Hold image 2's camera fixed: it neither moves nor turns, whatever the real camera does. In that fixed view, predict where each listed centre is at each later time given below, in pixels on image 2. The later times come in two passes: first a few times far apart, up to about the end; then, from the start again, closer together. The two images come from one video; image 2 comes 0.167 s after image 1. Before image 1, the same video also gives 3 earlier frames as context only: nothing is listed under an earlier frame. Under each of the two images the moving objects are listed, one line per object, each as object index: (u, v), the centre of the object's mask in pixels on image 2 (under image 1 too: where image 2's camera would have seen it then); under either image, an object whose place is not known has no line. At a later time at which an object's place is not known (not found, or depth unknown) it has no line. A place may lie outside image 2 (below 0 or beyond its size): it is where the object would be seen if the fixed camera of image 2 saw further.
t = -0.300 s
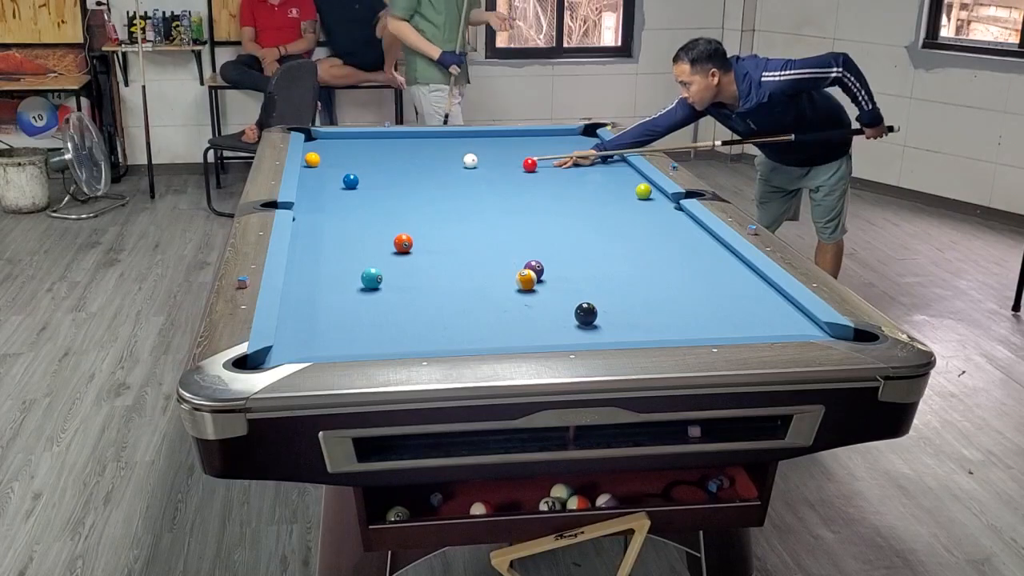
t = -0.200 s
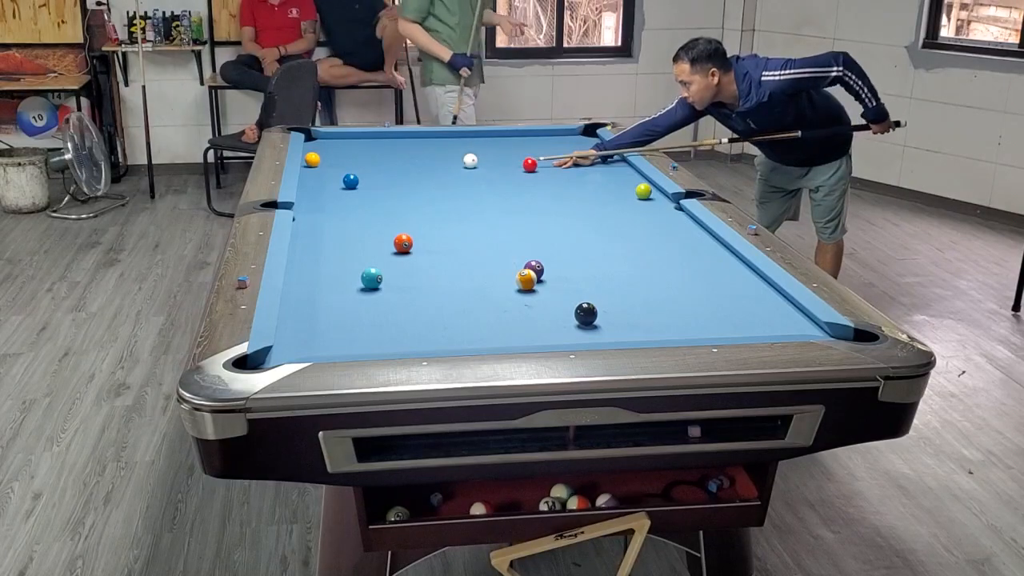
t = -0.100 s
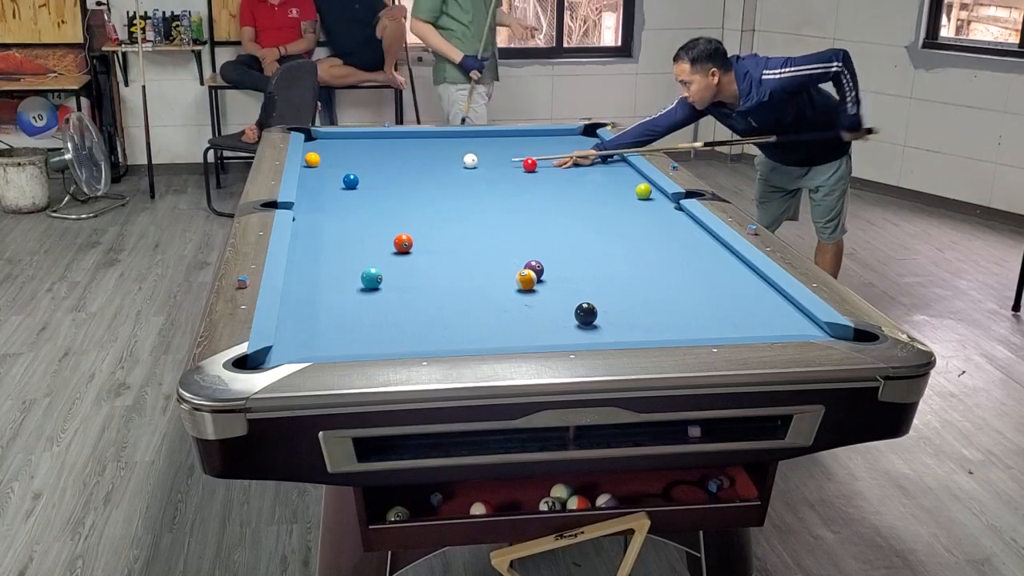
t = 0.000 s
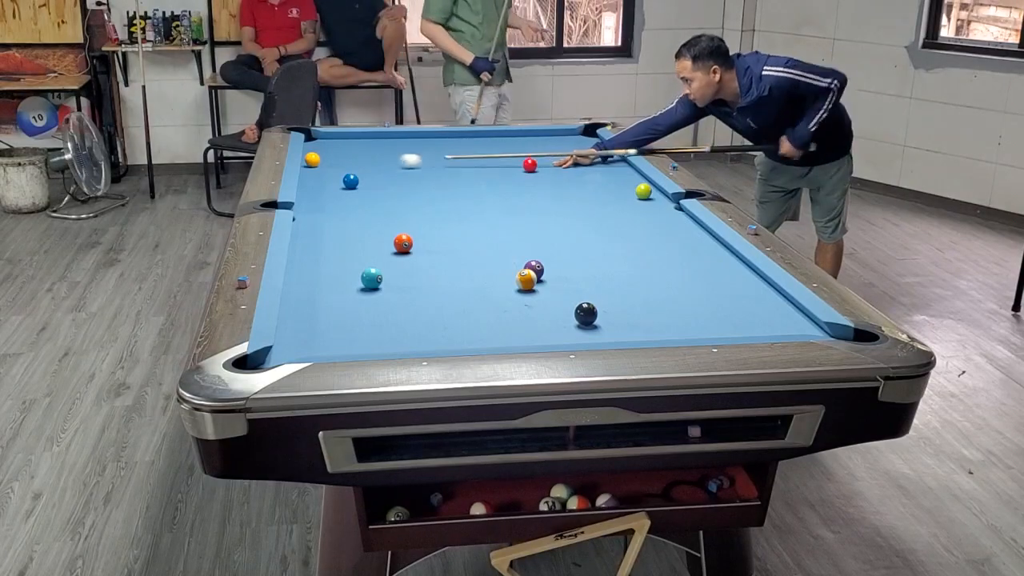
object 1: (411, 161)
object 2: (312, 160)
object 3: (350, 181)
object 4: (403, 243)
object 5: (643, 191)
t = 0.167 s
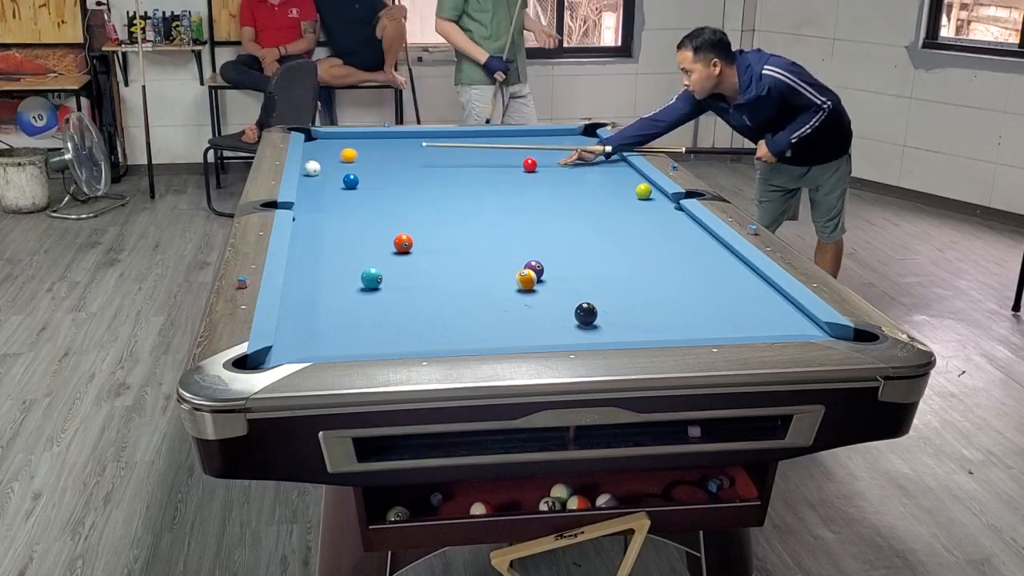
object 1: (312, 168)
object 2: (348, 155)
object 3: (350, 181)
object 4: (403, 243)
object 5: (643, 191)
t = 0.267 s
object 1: (332, 173)
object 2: (395, 151)
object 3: (351, 181)
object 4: (403, 243)
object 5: (643, 191)
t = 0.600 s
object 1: (374, 178)
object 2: (515, 141)
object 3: (357, 190)
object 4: (403, 243)
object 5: (643, 191)
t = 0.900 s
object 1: (407, 180)
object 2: (579, 134)
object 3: (364, 201)
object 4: (403, 243)
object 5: (643, 191)
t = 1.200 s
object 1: (439, 181)
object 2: (529, 135)
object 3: (372, 212)
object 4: (403, 243)
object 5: (643, 191)
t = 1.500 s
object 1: (469, 183)
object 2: (484, 136)
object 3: (380, 223)
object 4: (403, 243)
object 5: (643, 191)
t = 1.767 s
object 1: (494, 184)
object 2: (445, 137)
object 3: (386, 233)
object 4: (403, 243)
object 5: (643, 191)
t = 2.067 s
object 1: (521, 185)
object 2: (402, 137)
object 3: (385, 242)
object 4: (410, 246)
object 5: (643, 191)
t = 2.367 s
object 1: (547, 186)
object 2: (360, 137)
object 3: (376, 247)
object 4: (424, 250)
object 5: (643, 191)
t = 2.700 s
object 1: (573, 187)
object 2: (314, 138)
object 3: (367, 252)
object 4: (438, 256)
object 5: (643, 191)
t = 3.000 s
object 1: (596, 188)
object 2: (330, 138)
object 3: (359, 257)
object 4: (449, 260)
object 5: (643, 191)
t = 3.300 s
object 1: (617, 188)
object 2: (351, 137)
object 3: (351, 260)
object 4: (459, 263)
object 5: (643, 191)
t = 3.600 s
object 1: (632, 188)
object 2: (371, 137)
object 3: (345, 264)
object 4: (468, 266)
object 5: (646, 191)
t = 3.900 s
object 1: (640, 187)
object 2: (388, 137)
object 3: (340, 267)
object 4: (476, 269)
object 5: (653, 193)
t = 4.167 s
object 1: (648, 186)
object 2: (404, 137)
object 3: (335, 268)
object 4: (481, 271)
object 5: (659, 194)
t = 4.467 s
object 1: (645, 185)
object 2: (419, 136)
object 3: (332, 269)
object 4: (486, 272)
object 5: (660, 196)
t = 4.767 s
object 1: (643, 185)
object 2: (432, 136)
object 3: (330, 270)
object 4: (490, 273)
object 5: (660, 196)
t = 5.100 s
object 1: (641, 184)
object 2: (446, 136)
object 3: (329, 270)
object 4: (492, 273)
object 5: (660, 196)
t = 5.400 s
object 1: (641, 184)
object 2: (456, 136)
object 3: (329, 270)
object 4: (492, 273)
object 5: (660, 196)
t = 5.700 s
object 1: (641, 184)
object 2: (466, 136)
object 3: (329, 270)
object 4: (492, 273)
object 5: (660, 196)
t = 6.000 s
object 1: (641, 184)
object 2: (473, 135)
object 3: (329, 270)
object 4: (492, 273)
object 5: (660, 196)
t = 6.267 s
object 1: (641, 184)
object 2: (479, 135)
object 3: (329, 270)
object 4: (492, 273)
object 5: (660, 196)
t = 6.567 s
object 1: (641, 184)
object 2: (484, 135)
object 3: (329, 270)
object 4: (492, 273)
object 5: (660, 196)
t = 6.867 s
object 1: (641, 184)
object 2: (488, 135)
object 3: (329, 270)
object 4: (492, 273)
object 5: (660, 196)
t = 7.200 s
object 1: (641, 184)
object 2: (490, 135)
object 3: (329, 270)
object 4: (492, 273)
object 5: (660, 196)
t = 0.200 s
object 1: (319, 170)
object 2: (365, 154)
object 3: (350, 181)
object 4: (403, 243)
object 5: (643, 191)
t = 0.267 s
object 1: (332, 173)
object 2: (395, 151)
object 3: (351, 181)
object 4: (403, 243)
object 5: (643, 191)
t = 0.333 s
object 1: (341, 175)
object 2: (422, 149)
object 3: (351, 181)
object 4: (403, 243)
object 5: (643, 191)
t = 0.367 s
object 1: (345, 175)
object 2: (435, 148)
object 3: (351, 181)
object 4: (403, 243)
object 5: (643, 191)
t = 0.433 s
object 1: (355, 174)
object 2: (459, 146)
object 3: (353, 184)
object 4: (403, 243)
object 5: (643, 191)
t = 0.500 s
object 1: (363, 177)
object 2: (482, 144)
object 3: (354, 187)
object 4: (403, 243)
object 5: (643, 191)
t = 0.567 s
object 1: (370, 178)
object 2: (504, 142)
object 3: (356, 189)
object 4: (403, 243)
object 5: (643, 191)
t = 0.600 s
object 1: (374, 178)
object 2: (515, 141)
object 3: (357, 190)
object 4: (403, 243)
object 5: (643, 191)
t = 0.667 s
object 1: (381, 179)
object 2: (537, 139)
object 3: (359, 193)
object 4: (403, 243)
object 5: (643, 191)
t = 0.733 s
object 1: (389, 179)
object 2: (558, 137)
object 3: (360, 195)
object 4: (403, 243)
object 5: (643, 191)
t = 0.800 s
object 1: (396, 179)
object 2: (579, 135)
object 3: (362, 197)
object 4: (403, 243)
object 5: (643, 191)
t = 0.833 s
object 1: (400, 180)
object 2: (589, 134)
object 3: (363, 199)
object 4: (403, 243)
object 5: (643, 191)
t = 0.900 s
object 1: (407, 180)
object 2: (579, 134)
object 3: (364, 201)
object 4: (403, 243)
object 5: (643, 191)
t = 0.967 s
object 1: (414, 180)
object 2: (565, 135)
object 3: (366, 204)
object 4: (403, 243)
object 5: (643, 191)
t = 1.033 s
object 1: (421, 181)
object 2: (555, 135)
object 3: (368, 206)
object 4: (403, 243)
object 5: (643, 191)
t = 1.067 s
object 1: (425, 181)
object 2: (550, 135)
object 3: (369, 207)
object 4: (403, 243)
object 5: (643, 191)
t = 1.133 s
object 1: (432, 181)
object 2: (539, 135)
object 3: (370, 209)
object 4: (403, 243)
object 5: (643, 191)
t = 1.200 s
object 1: (439, 181)
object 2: (529, 135)
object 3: (372, 212)
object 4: (403, 243)
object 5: (643, 191)
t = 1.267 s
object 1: (445, 182)
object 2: (519, 136)
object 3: (374, 214)
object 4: (403, 243)
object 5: (643, 191)
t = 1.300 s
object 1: (449, 182)
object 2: (514, 136)
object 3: (375, 216)
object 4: (403, 243)
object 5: (643, 191)
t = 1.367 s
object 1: (455, 182)
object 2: (504, 136)
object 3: (376, 218)
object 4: (403, 243)
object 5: (643, 191)
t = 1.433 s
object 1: (462, 182)
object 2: (494, 136)
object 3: (378, 221)
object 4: (403, 243)
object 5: (643, 191)
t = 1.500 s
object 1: (469, 183)
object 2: (484, 136)
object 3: (380, 223)
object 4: (403, 243)
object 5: (643, 191)
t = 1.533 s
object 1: (472, 183)
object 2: (479, 136)
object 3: (381, 224)
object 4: (403, 243)
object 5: (643, 191)
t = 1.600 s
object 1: (478, 183)
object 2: (469, 136)
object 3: (382, 227)
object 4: (403, 243)
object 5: (643, 191)
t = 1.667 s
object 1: (485, 183)
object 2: (460, 136)
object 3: (384, 229)
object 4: (403, 243)
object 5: (643, 191)
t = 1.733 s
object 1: (491, 184)
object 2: (450, 137)
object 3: (386, 232)
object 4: (403, 243)
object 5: (643, 191)
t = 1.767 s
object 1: (494, 184)
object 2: (445, 137)
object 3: (386, 233)
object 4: (403, 243)
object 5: (643, 191)
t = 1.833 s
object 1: (500, 184)
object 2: (435, 137)
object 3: (387, 235)
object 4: (403, 243)
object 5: (643, 191)
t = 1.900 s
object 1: (506, 184)
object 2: (426, 137)
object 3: (388, 238)
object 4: (403, 243)
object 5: (643, 191)
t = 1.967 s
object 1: (512, 184)
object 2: (416, 137)
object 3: (388, 240)
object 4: (406, 244)
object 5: (643, 191)
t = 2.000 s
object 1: (515, 185)
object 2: (411, 137)
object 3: (387, 241)
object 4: (407, 244)
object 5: (643, 191)
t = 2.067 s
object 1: (521, 185)
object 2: (402, 137)
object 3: (385, 242)
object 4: (410, 246)
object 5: (643, 191)
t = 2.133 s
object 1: (527, 185)
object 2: (392, 137)
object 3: (383, 243)
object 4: (414, 247)
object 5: (643, 191)
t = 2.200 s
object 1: (533, 185)
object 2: (383, 137)
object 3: (381, 244)
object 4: (417, 248)
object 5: (643, 191)
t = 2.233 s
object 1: (536, 185)
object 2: (378, 137)
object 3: (380, 245)
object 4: (418, 248)
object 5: (643, 191)
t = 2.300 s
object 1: (541, 186)
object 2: (369, 137)
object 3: (378, 246)
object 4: (421, 249)
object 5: (643, 191)
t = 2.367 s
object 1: (547, 186)
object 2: (360, 137)
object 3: (376, 247)
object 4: (424, 250)
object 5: (643, 191)
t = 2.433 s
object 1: (552, 186)
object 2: (350, 137)
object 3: (374, 248)
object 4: (427, 251)
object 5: (643, 191)
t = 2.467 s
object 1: (555, 186)
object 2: (345, 138)
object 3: (373, 249)
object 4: (428, 252)
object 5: (643, 191)
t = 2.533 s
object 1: (560, 186)
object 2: (337, 138)
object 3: (371, 250)
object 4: (431, 253)
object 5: (643, 191)
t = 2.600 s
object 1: (566, 187)
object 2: (327, 138)
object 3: (369, 251)
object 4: (434, 254)
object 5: (643, 191)
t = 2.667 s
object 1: (571, 187)
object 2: (318, 138)
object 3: (368, 252)
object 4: (437, 255)
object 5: (643, 191)
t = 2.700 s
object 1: (573, 187)
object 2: (314, 138)
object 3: (367, 252)
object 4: (438, 256)
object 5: (643, 191)
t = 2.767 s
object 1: (578, 187)
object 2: (313, 138)
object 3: (365, 253)
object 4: (440, 256)
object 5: (643, 191)
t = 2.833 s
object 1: (584, 187)
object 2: (318, 138)
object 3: (363, 254)
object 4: (443, 257)
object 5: (643, 191)
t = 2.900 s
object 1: (589, 187)
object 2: (323, 138)
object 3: (361, 255)
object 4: (445, 258)
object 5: (643, 191)
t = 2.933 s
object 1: (591, 188)
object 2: (325, 138)
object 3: (360, 256)
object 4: (447, 258)
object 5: (643, 191)
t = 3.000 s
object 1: (596, 188)
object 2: (330, 138)
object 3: (359, 257)
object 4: (449, 260)
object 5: (643, 191)
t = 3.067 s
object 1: (600, 188)
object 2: (335, 138)
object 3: (357, 258)
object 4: (451, 260)
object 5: (643, 191)
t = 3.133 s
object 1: (605, 188)
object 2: (340, 137)
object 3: (355, 258)
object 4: (454, 261)
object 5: (643, 191)
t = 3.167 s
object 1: (607, 188)
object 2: (342, 137)
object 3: (354, 259)
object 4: (455, 261)
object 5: (643, 191)
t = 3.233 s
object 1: (612, 188)
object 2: (347, 137)
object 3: (353, 260)
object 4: (457, 262)
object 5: (643, 191)
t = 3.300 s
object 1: (617, 188)
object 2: (351, 137)
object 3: (351, 260)
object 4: (459, 263)
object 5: (643, 191)
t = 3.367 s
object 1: (621, 188)
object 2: (356, 137)
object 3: (350, 261)
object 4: (461, 264)
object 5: (643, 191)
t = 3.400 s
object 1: (623, 188)
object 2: (358, 137)
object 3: (349, 262)
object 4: (462, 264)
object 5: (643, 191)
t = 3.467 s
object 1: (628, 189)
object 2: (362, 137)
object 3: (348, 262)
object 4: (464, 265)
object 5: (643, 191)
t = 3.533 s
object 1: (630, 188)
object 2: (366, 137)
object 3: (346, 263)
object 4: (466, 265)
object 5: (644, 191)
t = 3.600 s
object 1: (632, 188)
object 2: (371, 137)
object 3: (345, 264)
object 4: (468, 266)
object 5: (646, 191)
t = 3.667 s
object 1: (634, 187)
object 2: (375, 137)
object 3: (344, 264)
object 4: (470, 267)
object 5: (648, 192)
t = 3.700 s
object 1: (635, 187)
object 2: (377, 137)
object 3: (343, 265)
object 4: (471, 267)
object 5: (649, 192)
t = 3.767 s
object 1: (637, 187)
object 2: (381, 137)
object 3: (342, 265)
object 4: (472, 267)
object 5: (650, 192)
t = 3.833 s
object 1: (639, 187)
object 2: (385, 137)
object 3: (341, 266)
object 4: (474, 268)
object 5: (652, 193)
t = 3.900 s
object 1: (640, 187)
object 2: (388, 137)
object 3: (340, 267)
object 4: (476, 269)
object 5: (653, 193)
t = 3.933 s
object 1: (642, 186)
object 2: (392, 137)
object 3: (339, 267)
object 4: (477, 269)
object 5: (654, 193)
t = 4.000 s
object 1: (644, 186)
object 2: (395, 137)
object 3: (338, 267)
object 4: (478, 270)
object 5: (656, 194)
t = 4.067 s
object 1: (645, 186)
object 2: (399, 137)
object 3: (337, 268)
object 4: (480, 270)
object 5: (657, 194)
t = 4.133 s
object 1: (647, 186)
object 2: (403, 137)
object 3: (336, 267)
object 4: (481, 271)
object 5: (659, 194)
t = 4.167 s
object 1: (648, 186)
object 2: (404, 137)
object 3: (335, 268)
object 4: (481, 271)
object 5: (659, 194)
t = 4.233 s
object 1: (649, 185)
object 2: (408, 136)
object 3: (334, 268)
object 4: (483, 271)
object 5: (660, 195)
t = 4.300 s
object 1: (648, 186)
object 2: (411, 136)
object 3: (333, 269)
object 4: (484, 271)
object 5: (661, 195)
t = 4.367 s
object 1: (647, 186)
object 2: (414, 136)
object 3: (333, 269)
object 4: (485, 272)
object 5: (660, 195)
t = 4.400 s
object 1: (647, 185)
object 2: (416, 136)
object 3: (332, 269)
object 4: (485, 272)
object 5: (660, 195)
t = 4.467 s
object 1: (645, 185)
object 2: (419, 136)
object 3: (332, 269)
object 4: (486, 272)
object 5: (660, 196)
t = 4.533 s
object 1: (645, 185)
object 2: (422, 136)
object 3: (331, 269)
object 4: (487, 272)
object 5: (660, 196)
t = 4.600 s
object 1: (644, 185)
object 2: (425, 136)
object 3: (331, 270)
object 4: (488, 272)
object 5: (660, 196)
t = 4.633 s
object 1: (644, 185)
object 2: (427, 136)
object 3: (331, 270)
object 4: (488, 273)
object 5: (660, 196)
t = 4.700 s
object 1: (643, 185)
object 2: (430, 136)
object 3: (330, 270)
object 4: (489, 273)
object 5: (660, 196)
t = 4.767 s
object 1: (643, 185)
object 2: (432, 136)
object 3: (330, 270)
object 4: (490, 273)
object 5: (660, 196)
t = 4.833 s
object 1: (642, 184)
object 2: (435, 136)
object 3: (330, 270)
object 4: (491, 273)
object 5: (660, 196)
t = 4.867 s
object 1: (642, 184)
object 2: (437, 136)
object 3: (330, 270)
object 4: (491, 273)
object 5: (660, 196)
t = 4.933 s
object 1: (642, 184)
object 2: (439, 136)
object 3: (330, 270)
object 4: (491, 273)
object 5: (660, 196)
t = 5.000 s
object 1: (641, 184)
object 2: (442, 136)
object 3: (330, 270)
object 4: (492, 273)
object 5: (660, 196)
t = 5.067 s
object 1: (641, 184)
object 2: (445, 136)
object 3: (329, 270)
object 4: (492, 273)
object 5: (660, 196)
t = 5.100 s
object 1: (641, 184)
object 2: (446, 136)
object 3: (329, 270)
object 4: (492, 273)
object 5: (660, 196)
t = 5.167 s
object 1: (641, 184)
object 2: (448, 136)
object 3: (329, 270)
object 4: (492, 273)
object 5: (660, 196)
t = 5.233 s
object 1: (641, 184)
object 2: (451, 136)
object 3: (329, 270)
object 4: (492, 273)
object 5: (660, 196)
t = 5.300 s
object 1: (641, 184)
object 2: (453, 136)
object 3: (329, 270)
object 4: (492, 273)
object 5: (660, 196)
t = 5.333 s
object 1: (641, 184)
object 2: (454, 136)
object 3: (329, 270)
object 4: (492, 273)
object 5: (660, 196)
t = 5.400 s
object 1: (641, 184)
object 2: (456, 136)
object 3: (329, 270)
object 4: (492, 273)
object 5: (660, 196)
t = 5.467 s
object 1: (641, 184)
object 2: (459, 136)
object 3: (329, 270)
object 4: (492, 273)
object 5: (660, 196)
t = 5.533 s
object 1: (641, 184)
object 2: (461, 136)
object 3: (329, 270)
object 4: (492, 273)
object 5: (660, 196)
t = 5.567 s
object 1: (641, 184)
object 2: (462, 136)
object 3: (329, 270)
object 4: (492, 273)
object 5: (660, 196)
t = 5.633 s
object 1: (641, 184)
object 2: (464, 136)
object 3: (329, 270)
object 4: (492, 273)
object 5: (660, 196)
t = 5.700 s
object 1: (641, 184)
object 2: (466, 136)
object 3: (329, 270)
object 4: (492, 273)
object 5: (660, 196)
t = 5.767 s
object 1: (641, 184)
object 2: (467, 135)
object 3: (329, 270)
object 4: (492, 273)
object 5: (660, 196)
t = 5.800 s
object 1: (641, 184)
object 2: (468, 135)
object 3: (329, 270)
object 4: (492, 273)
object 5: (660, 196)
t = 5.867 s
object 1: (641, 184)
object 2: (470, 136)
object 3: (329, 270)
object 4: (492, 273)
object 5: (660, 196)
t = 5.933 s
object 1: (641, 184)
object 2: (472, 135)
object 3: (329, 270)
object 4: (492, 273)
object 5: (660, 196)
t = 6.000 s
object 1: (641, 184)
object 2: (473, 135)
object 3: (329, 270)
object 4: (492, 273)
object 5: (660, 196)
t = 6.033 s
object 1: (641, 184)
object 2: (474, 135)
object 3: (329, 270)
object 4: (492, 273)
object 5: (660, 196)
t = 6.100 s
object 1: (641, 184)
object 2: (475, 135)
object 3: (329, 270)
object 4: (492, 273)
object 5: (660, 196)
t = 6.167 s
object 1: (641, 184)
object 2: (477, 135)
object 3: (329, 270)
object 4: (492, 273)
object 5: (660, 196)
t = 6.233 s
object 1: (641, 184)
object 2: (478, 135)
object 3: (329, 270)
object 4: (492, 273)
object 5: (660, 196)
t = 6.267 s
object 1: (641, 184)
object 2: (479, 135)
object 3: (329, 270)
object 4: (492, 273)
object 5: (660, 196)
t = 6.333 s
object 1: (641, 184)
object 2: (480, 135)
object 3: (329, 270)
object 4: (492, 273)
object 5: (660, 196)
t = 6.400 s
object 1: (641, 184)
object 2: (481, 135)
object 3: (329, 270)
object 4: (492, 273)
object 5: (660, 196)
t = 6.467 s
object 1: (641, 184)
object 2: (483, 135)
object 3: (329, 270)
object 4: (492, 273)
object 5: (660, 196)
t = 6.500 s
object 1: (641, 184)
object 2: (483, 135)
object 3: (329, 270)
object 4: (492, 273)
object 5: (660, 196)
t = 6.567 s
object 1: (641, 184)
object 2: (484, 135)
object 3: (329, 270)
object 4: (492, 273)
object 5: (660, 196)
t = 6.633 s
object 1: (641, 184)
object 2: (485, 135)
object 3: (329, 270)
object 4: (492, 273)
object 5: (660, 196)
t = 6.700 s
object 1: (641, 184)
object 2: (486, 135)
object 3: (329, 270)
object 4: (492, 273)
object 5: (660, 196)
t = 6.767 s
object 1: (641, 184)
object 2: (487, 135)
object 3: (329, 270)
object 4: (492, 273)
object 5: (660, 196)
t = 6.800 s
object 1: (641, 184)
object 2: (487, 135)
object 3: (329, 270)
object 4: (492, 273)
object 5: (660, 196)
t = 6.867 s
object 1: (641, 184)
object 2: (488, 135)
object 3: (329, 270)
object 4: (492, 273)
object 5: (660, 196)
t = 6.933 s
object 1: (641, 184)
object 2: (488, 135)
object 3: (329, 270)
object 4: (492, 273)
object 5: (660, 196)
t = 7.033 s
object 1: (641, 184)
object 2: (489, 135)
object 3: (329, 270)
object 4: (492, 273)
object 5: (660, 196)
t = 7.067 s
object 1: (641, 184)
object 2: (489, 135)
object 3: (329, 270)
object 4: (492, 273)
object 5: (660, 196)
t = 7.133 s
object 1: (641, 184)
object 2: (490, 135)
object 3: (329, 270)
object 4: (492, 273)
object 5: (660, 196)
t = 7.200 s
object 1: (641, 184)
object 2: (490, 135)
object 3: (329, 270)
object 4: (492, 273)
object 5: (660, 196)
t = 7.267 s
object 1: (641, 184)
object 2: (491, 135)
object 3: (329, 270)
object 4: (492, 273)
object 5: (660, 196)
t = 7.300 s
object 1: (641, 184)
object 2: (491, 135)
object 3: (329, 270)
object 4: (492, 273)
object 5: (660, 196)
